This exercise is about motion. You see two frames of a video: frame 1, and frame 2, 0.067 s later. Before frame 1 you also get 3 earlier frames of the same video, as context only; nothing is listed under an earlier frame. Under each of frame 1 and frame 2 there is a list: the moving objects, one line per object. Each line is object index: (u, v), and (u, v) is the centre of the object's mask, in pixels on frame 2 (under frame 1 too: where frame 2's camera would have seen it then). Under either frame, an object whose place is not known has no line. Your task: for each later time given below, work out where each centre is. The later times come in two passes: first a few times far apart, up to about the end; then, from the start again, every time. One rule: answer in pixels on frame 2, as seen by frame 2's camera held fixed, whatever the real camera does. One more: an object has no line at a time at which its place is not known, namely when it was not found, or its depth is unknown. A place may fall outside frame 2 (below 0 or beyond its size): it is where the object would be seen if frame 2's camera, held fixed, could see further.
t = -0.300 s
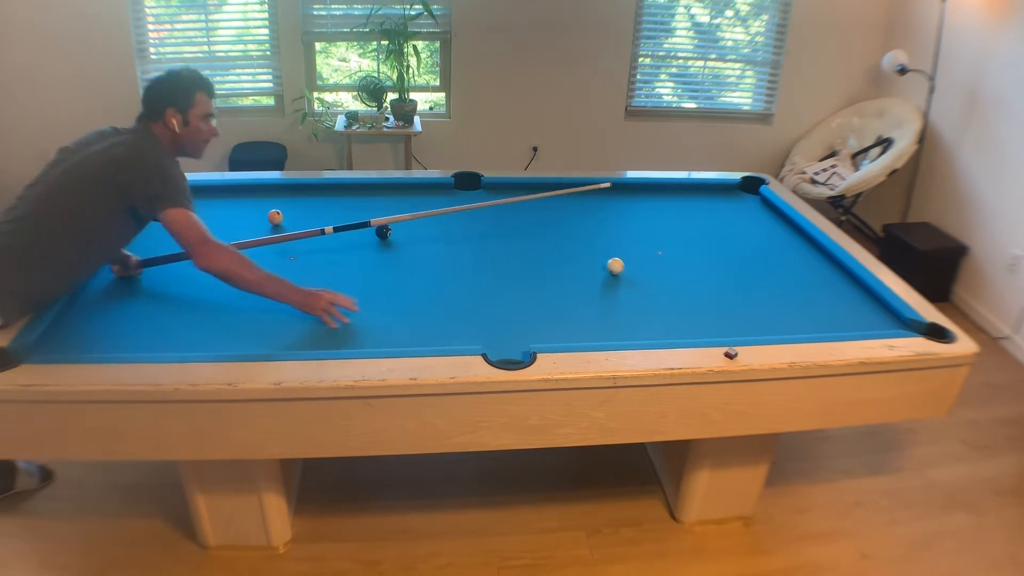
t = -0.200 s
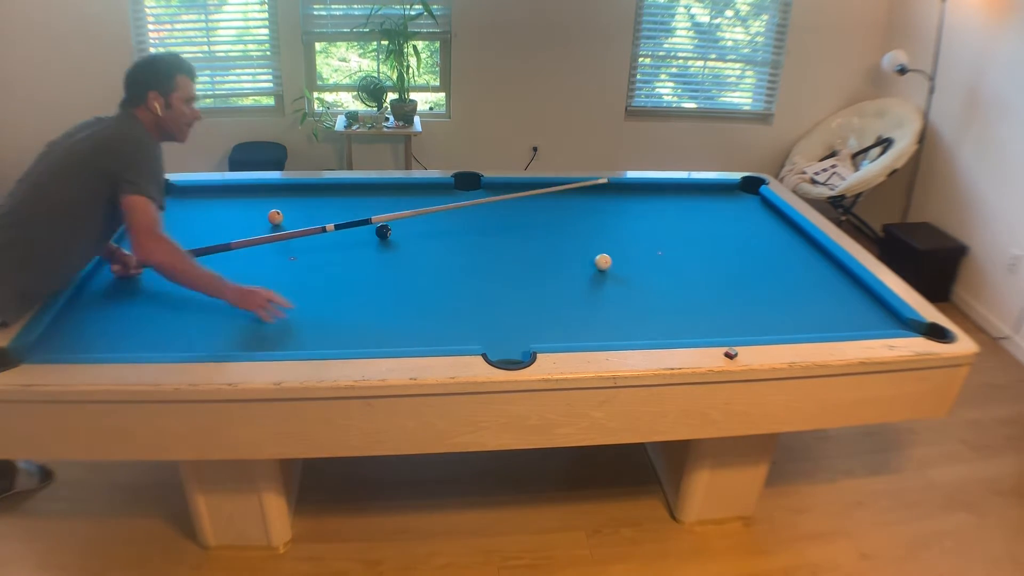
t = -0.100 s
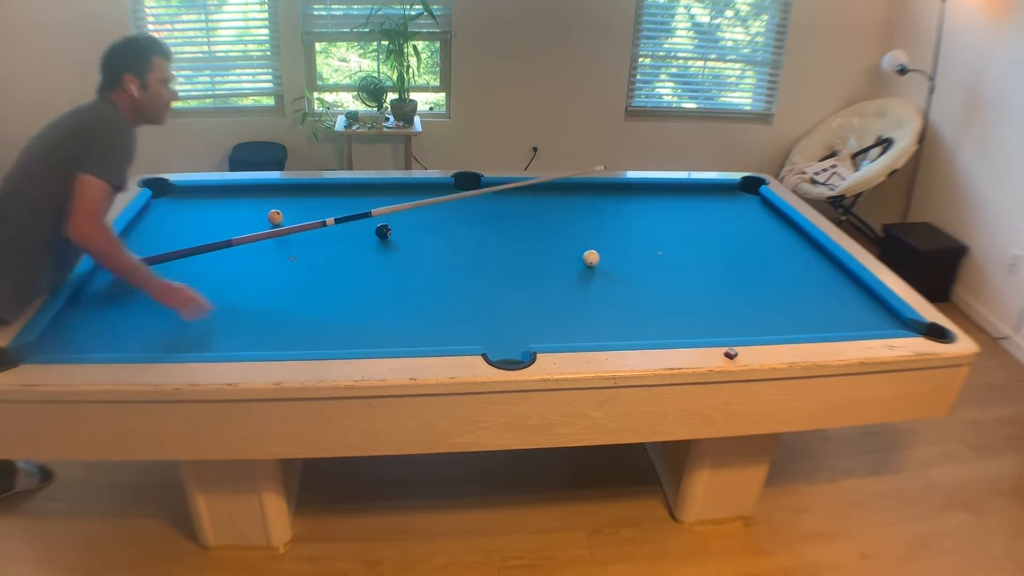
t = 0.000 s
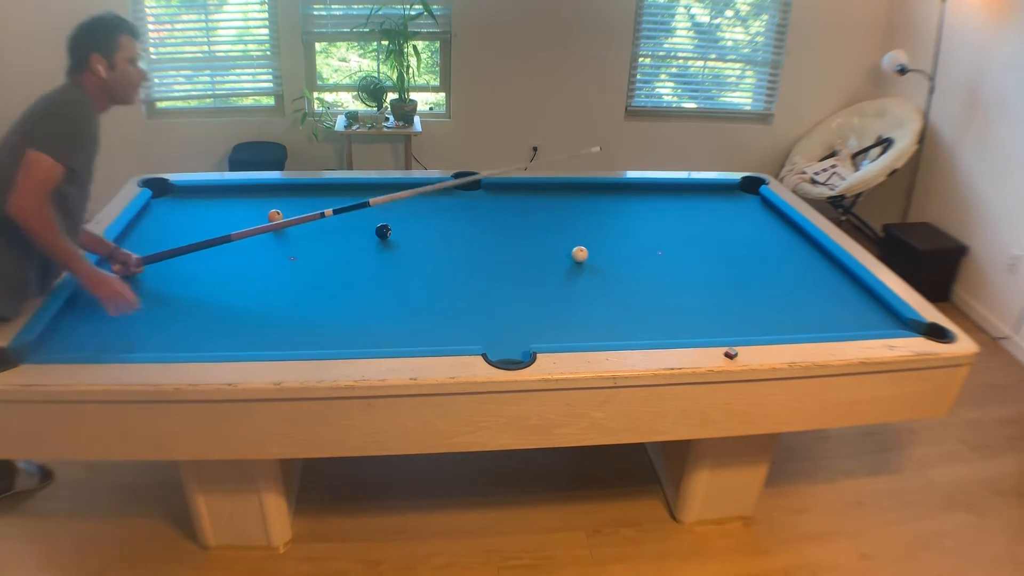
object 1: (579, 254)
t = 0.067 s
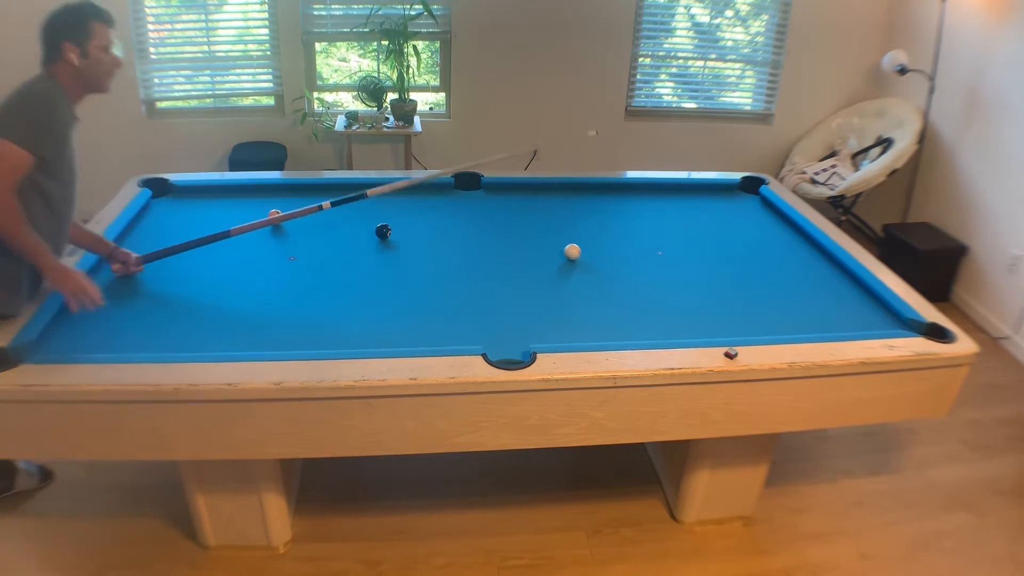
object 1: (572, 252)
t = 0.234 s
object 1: (554, 246)
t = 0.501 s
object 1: (528, 238)
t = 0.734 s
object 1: (506, 230)
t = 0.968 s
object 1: (487, 224)
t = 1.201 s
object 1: (467, 217)
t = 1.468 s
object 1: (448, 212)
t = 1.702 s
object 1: (433, 207)
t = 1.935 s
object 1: (419, 202)
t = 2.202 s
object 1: (405, 198)
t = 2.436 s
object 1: (393, 194)
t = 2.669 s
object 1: (382, 191)
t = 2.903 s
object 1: (372, 188)
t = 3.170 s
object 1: (364, 189)
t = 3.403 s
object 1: (359, 190)
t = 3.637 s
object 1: (354, 191)
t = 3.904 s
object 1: (350, 192)
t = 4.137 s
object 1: (347, 193)
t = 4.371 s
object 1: (345, 194)
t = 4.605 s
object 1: (344, 194)
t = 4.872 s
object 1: (343, 194)
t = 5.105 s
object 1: (343, 194)
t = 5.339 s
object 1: (343, 194)
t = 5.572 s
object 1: (343, 194)
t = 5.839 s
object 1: (343, 194)
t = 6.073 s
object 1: (343, 194)
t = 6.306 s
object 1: (343, 194)
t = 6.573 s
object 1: (343, 194)
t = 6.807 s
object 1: (343, 194)
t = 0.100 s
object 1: (568, 251)
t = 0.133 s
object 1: (565, 250)
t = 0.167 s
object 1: (561, 248)
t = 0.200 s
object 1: (558, 247)
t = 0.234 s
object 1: (554, 246)
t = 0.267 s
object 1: (551, 245)
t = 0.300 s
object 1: (547, 244)
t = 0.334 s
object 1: (544, 243)
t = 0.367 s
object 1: (541, 242)
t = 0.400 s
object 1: (537, 241)
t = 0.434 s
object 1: (534, 239)
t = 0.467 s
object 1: (531, 238)
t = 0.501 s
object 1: (528, 238)
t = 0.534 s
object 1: (525, 236)
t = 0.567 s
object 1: (521, 235)
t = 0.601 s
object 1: (518, 234)
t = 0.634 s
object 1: (515, 233)
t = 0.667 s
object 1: (512, 232)
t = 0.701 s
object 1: (509, 231)
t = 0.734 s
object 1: (506, 230)
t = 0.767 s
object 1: (504, 229)
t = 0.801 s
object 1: (501, 229)
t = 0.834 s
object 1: (498, 228)
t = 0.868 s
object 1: (495, 227)
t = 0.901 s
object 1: (493, 226)
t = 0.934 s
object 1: (490, 225)
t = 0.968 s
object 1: (487, 224)
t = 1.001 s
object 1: (484, 223)
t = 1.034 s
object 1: (479, 222)
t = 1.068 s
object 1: (476, 221)
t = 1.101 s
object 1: (474, 220)
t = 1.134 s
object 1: (471, 219)
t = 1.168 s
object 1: (469, 218)
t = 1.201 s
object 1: (467, 217)
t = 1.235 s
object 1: (464, 217)
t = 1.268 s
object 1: (462, 216)
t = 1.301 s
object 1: (459, 215)
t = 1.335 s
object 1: (457, 215)
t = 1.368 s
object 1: (454, 214)
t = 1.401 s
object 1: (452, 213)
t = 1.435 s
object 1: (450, 212)
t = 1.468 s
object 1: (448, 212)
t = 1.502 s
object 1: (446, 211)
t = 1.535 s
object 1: (443, 210)
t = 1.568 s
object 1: (441, 209)
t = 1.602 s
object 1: (439, 209)
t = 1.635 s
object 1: (437, 208)
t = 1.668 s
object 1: (435, 207)
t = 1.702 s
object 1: (433, 207)
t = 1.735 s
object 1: (431, 206)
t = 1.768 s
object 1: (429, 205)
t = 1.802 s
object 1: (427, 205)
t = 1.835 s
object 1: (425, 204)
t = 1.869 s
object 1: (423, 204)
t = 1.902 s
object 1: (421, 203)
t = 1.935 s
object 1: (419, 202)
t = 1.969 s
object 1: (417, 202)
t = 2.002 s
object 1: (415, 201)
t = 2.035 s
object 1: (413, 201)
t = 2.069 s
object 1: (412, 200)
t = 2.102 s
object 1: (410, 199)
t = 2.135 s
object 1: (408, 199)
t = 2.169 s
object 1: (406, 198)
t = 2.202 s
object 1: (405, 198)
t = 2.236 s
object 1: (403, 197)
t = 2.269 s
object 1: (401, 197)
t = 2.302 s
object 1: (399, 196)
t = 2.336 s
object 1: (397, 196)
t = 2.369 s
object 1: (396, 195)
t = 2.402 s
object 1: (394, 195)
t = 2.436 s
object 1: (393, 194)
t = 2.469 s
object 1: (391, 194)
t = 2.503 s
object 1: (390, 193)
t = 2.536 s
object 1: (388, 193)
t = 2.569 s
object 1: (387, 192)
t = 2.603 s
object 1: (385, 192)
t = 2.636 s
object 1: (384, 191)
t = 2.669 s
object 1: (382, 191)
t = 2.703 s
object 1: (381, 191)
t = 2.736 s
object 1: (379, 190)
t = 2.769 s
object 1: (378, 190)
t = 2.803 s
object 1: (376, 189)
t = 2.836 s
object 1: (375, 189)
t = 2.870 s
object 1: (374, 188)
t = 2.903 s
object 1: (372, 188)
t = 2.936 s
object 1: (371, 188)
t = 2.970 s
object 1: (370, 187)
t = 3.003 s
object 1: (369, 187)
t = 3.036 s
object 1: (368, 188)
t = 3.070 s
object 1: (367, 188)
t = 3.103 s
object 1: (366, 188)
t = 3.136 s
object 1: (365, 188)
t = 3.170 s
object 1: (364, 189)
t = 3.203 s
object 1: (364, 189)
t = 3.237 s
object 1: (363, 189)
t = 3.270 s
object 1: (362, 189)
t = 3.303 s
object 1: (361, 189)
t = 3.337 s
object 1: (360, 190)
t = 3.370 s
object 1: (360, 190)
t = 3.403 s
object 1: (359, 190)
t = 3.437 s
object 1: (358, 190)
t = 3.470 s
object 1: (357, 190)
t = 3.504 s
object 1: (357, 190)
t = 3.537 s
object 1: (356, 191)
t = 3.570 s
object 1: (355, 191)
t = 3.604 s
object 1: (355, 191)
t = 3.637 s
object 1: (354, 191)
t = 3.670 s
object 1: (354, 191)
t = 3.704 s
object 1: (353, 191)
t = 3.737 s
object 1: (352, 192)
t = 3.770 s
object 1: (352, 192)
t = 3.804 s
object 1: (351, 192)
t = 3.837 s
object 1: (351, 192)
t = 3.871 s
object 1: (350, 192)
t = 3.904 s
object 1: (350, 192)
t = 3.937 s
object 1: (349, 192)
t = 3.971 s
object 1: (349, 193)
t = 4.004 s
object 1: (348, 193)
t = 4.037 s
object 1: (348, 193)
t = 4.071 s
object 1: (347, 193)
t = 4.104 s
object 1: (347, 193)
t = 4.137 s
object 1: (347, 193)
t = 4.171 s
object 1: (346, 193)
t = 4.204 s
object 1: (346, 193)
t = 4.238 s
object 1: (346, 193)
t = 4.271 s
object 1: (346, 193)
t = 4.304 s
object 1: (345, 194)
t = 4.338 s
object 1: (345, 194)
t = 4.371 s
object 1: (345, 194)
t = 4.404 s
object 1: (345, 194)
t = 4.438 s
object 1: (344, 194)
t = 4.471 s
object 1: (344, 194)
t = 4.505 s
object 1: (344, 194)
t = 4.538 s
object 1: (344, 194)
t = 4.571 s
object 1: (344, 194)
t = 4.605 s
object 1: (344, 194)
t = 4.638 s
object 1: (343, 194)
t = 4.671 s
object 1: (343, 194)
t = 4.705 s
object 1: (343, 194)
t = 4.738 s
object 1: (343, 194)
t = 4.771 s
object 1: (343, 194)
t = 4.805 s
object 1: (343, 194)
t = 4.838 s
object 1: (343, 194)
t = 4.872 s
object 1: (343, 194)
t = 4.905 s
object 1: (343, 194)
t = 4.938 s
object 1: (343, 194)
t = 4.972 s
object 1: (343, 194)
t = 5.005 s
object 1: (343, 194)
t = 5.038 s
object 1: (343, 194)
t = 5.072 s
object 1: (343, 194)
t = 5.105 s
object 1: (343, 194)
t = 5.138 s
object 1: (343, 194)
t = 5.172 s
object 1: (343, 194)
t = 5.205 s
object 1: (343, 194)
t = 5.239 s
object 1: (343, 194)
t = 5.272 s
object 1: (343, 194)
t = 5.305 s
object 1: (343, 194)
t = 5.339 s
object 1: (343, 194)
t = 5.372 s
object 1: (343, 194)
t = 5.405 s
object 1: (343, 194)
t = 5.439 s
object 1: (343, 194)
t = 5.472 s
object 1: (343, 194)
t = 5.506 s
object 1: (343, 194)
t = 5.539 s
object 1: (343, 194)
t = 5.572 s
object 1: (343, 194)
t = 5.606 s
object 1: (343, 194)
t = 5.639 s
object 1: (343, 194)
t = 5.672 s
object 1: (343, 194)
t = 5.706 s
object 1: (343, 194)
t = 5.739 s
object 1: (343, 194)
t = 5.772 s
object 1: (343, 194)
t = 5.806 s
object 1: (343, 194)
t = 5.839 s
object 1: (343, 194)
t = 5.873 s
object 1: (343, 194)
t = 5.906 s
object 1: (343, 194)
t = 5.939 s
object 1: (343, 194)
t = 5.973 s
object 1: (343, 194)
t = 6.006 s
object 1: (343, 194)
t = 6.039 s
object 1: (343, 194)
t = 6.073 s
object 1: (343, 194)
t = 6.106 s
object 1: (343, 194)
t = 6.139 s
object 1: (343, 194)
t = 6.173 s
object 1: (343, 194)
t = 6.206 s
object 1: (343, 194)
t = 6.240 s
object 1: (343, 194)
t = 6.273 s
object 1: (343, 194)
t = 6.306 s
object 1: (343, 194)
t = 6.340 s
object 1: (343, 194)
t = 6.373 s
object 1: (343, 194)
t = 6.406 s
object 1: (343, 194)
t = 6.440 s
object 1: (343, 194)
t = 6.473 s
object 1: (343, 194)
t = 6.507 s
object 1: (343, 194)
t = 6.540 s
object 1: (343, 194)
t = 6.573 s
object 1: (343, 194)
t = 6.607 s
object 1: (343, 194)
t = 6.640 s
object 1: (343, 194)
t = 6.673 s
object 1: (343, 194)
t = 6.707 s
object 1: (343, 194)
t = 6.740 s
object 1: (343, 194)
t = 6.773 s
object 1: (343, 194)
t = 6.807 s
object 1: (343, 194)
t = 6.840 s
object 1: (343, 194)
